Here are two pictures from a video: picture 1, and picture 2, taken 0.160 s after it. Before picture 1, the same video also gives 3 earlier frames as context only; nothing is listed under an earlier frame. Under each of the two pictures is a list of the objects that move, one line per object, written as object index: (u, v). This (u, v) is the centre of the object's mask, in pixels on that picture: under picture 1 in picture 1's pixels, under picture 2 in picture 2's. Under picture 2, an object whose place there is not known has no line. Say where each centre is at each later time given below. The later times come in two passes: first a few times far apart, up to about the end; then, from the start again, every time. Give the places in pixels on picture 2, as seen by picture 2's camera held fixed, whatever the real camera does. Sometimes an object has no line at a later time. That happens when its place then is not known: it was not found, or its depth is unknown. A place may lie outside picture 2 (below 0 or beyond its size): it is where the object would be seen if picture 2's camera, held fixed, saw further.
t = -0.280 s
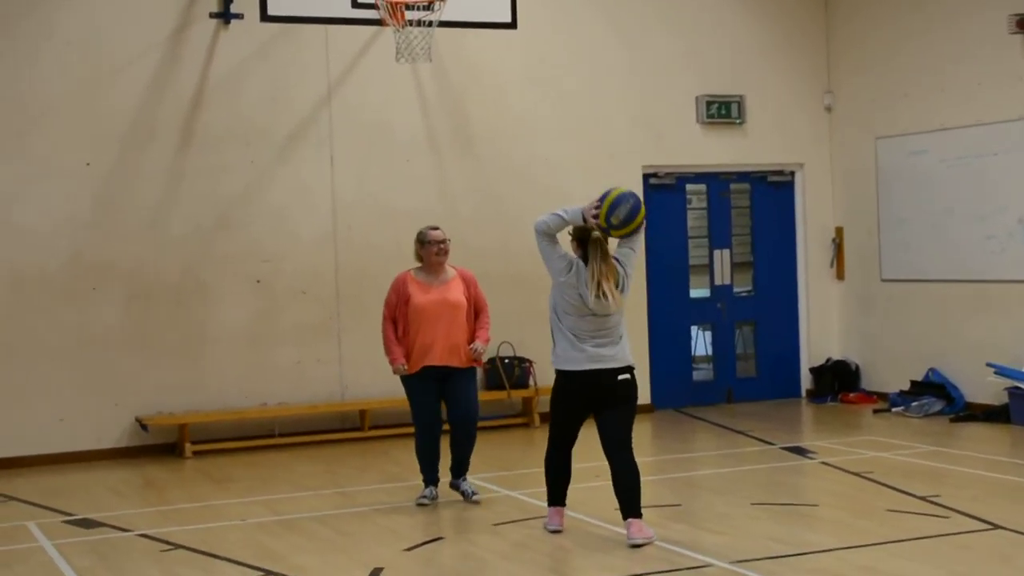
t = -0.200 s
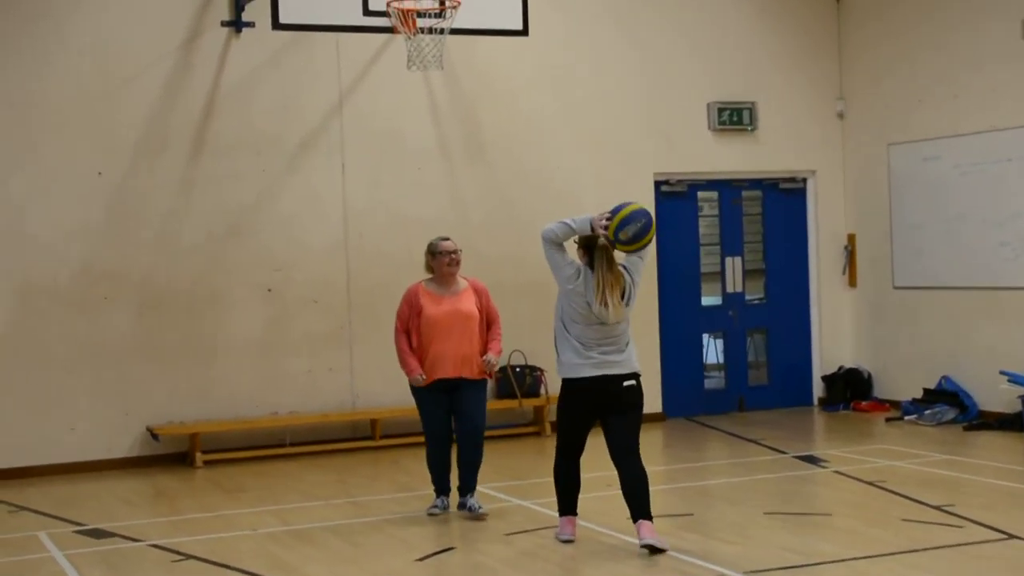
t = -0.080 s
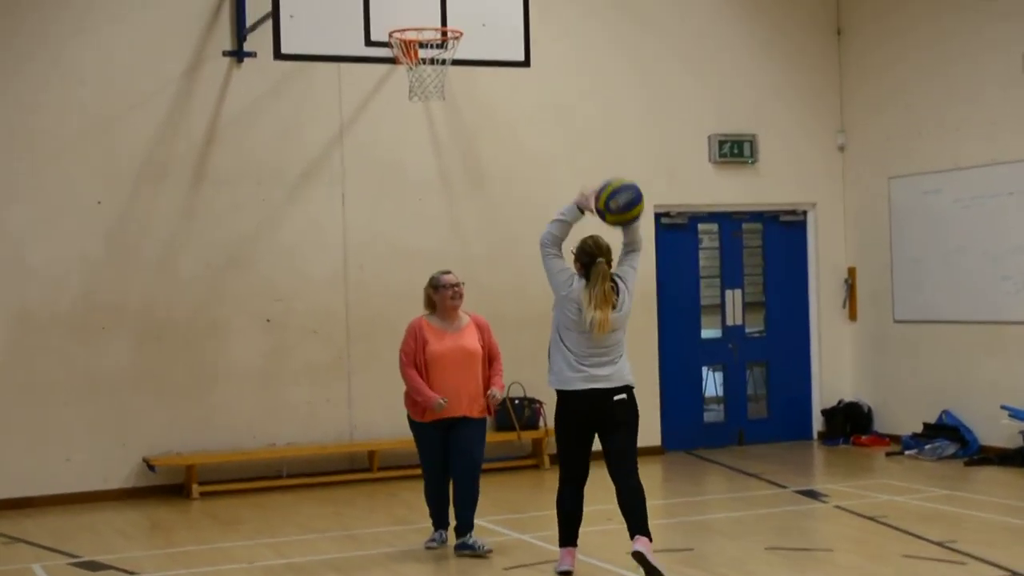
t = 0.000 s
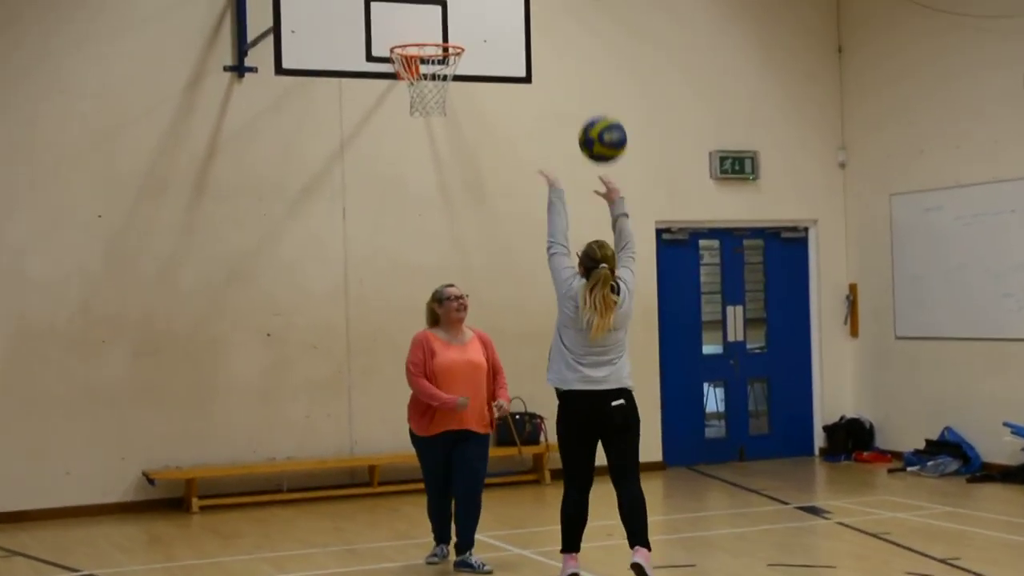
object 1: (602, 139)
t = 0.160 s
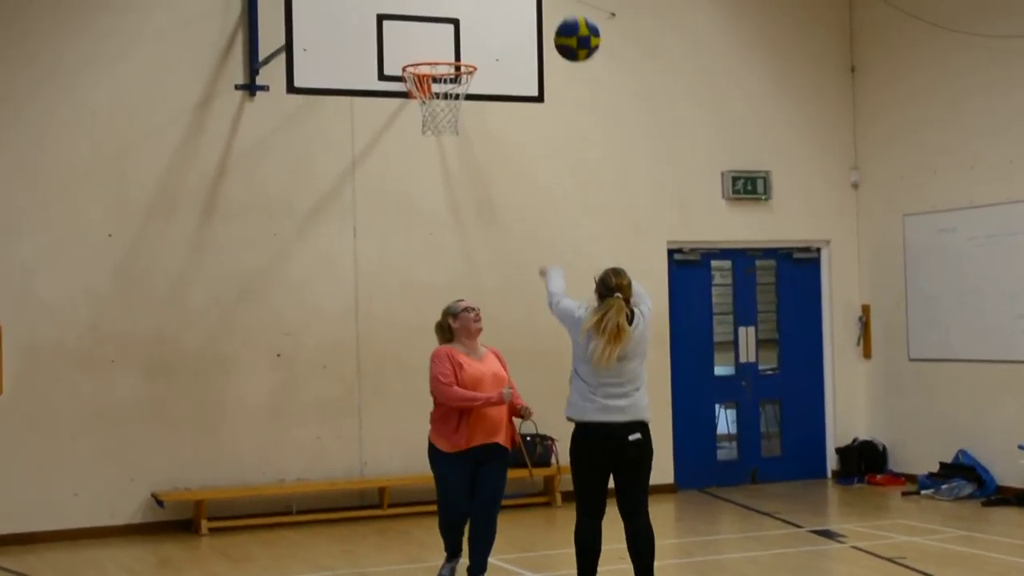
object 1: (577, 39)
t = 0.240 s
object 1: (560, 4)
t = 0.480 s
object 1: (513, -30)
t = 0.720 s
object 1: (477, 24)
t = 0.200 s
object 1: (568, 19)
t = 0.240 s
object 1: (560, 4)
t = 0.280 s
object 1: (551, -6)
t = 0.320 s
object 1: (543, -13)
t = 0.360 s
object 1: (535, -18)
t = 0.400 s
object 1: (527, -23)
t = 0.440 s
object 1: (520, -27)
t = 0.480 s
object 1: (513, -30)
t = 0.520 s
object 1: (506, -30)
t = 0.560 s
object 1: (501, -26)
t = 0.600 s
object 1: (494, -17)
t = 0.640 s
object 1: (489, -5)
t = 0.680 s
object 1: (483, 9)
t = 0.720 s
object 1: (477, 24)
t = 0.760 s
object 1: (471, 43)
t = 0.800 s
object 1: (474, 55)
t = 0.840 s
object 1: (491, 51)
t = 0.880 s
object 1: (508, 50)
